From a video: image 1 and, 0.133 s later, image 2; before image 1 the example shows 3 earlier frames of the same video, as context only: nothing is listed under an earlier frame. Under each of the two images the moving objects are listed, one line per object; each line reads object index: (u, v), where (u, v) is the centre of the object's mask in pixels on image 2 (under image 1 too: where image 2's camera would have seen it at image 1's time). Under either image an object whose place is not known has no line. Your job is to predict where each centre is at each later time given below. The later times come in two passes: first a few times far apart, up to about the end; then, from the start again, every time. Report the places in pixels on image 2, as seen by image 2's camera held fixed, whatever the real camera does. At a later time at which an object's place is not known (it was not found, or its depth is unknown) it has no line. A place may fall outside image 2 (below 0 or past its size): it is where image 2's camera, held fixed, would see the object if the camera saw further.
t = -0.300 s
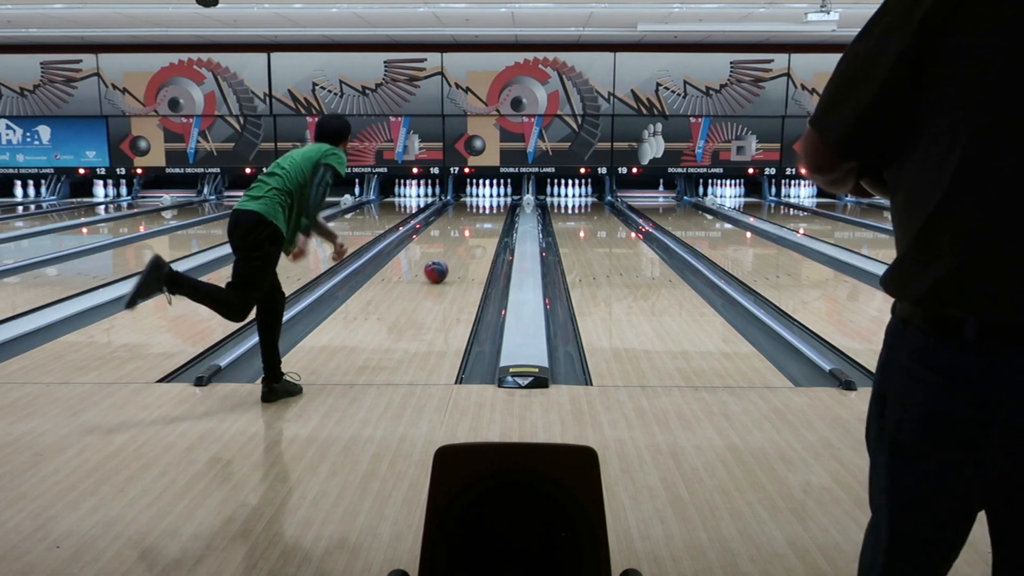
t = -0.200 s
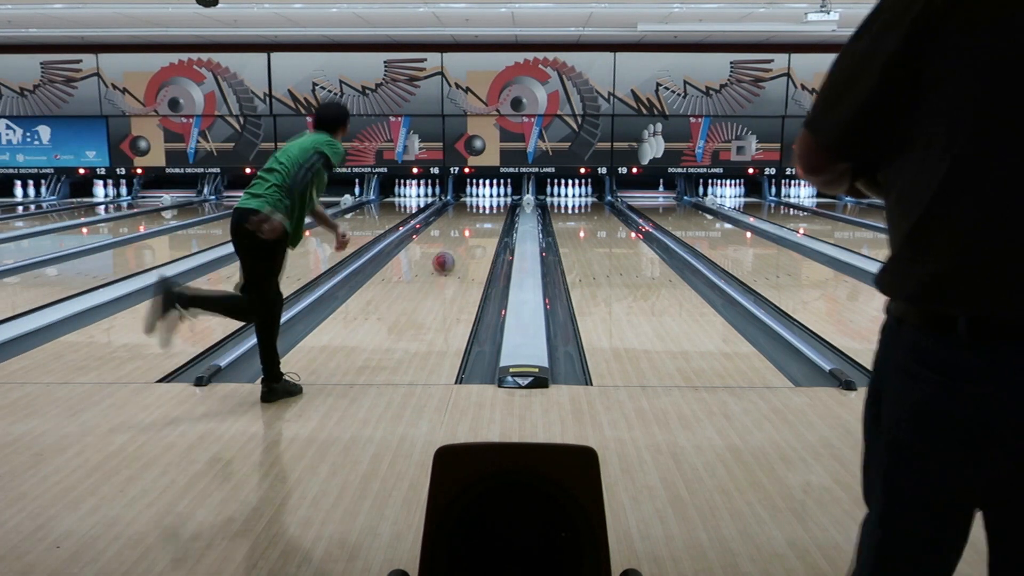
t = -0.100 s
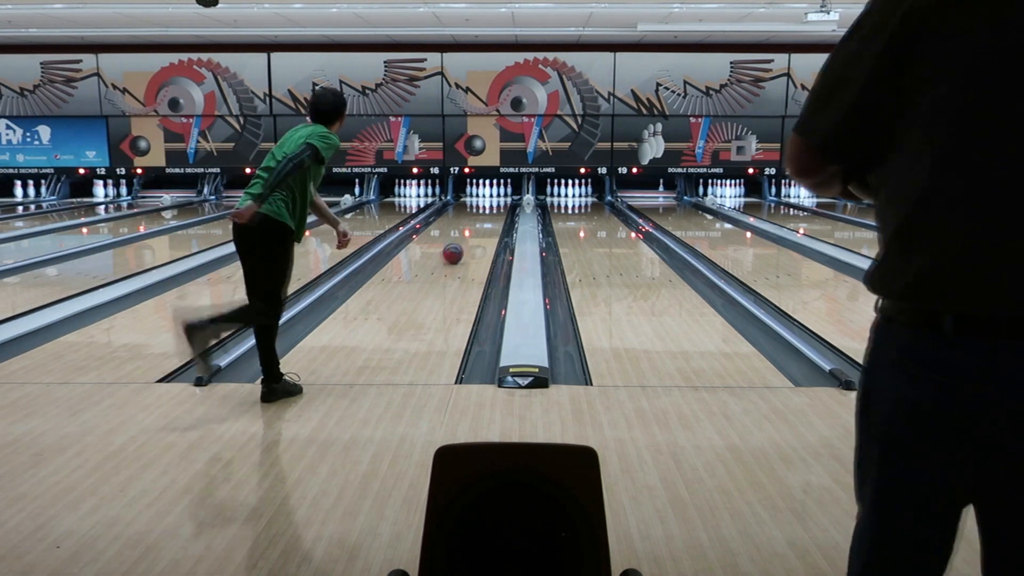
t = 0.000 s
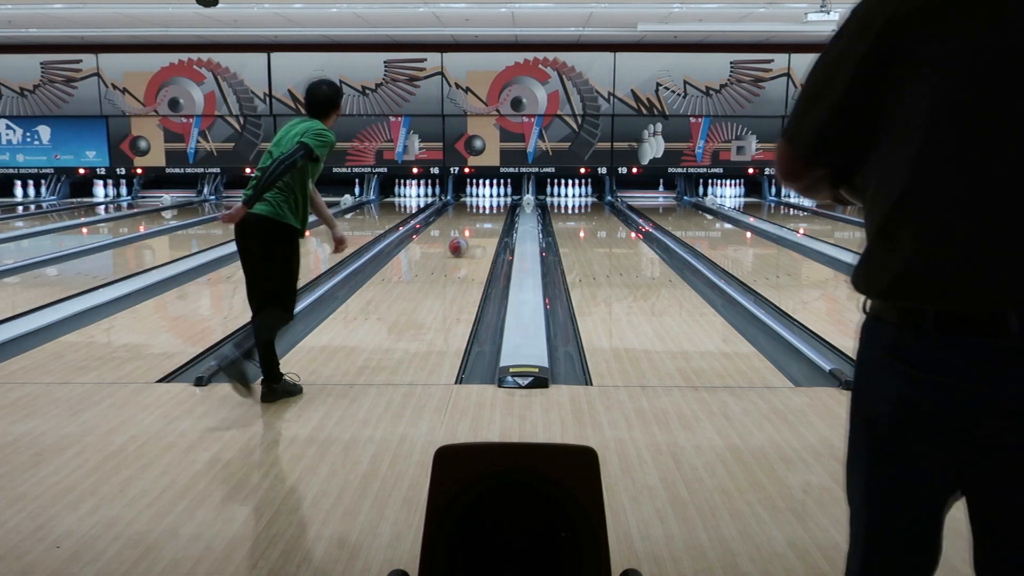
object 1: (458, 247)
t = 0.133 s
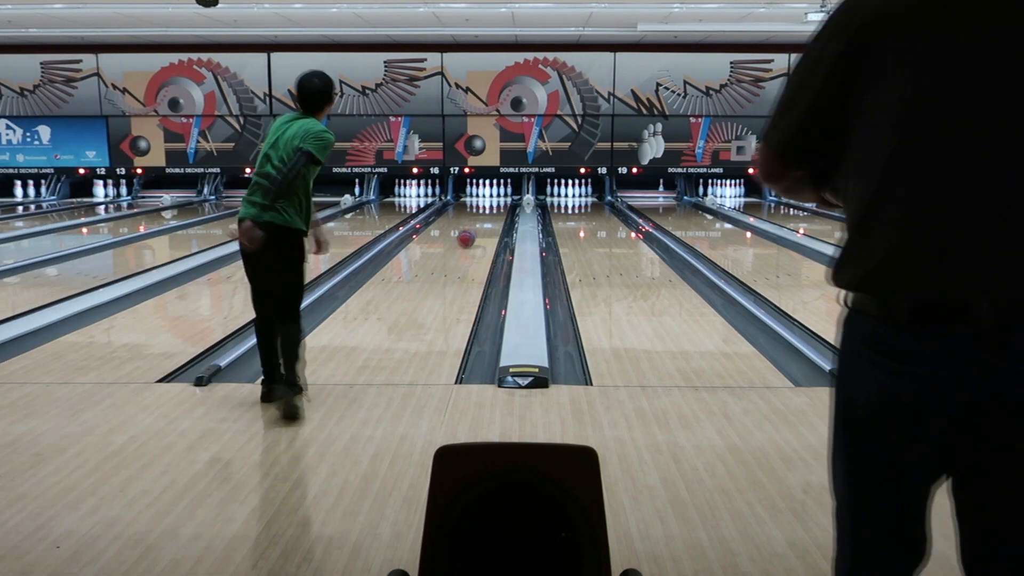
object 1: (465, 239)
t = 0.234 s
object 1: (471, 233)
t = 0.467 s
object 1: (480, 223)
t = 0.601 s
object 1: (484, 218)
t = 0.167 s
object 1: (466, 237)
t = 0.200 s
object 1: (468, 235)
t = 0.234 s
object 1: (471, 233)
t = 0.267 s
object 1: (472, 232)
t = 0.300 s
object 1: (473, 231)
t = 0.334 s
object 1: (474, 230)
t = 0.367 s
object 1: (475, 228)
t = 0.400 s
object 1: (477, 226)
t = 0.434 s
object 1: (479, 225)
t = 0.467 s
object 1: (480, 223)
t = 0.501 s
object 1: (481, 222)
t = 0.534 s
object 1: (482, 221)
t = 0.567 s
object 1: (483, 220)
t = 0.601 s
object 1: (484, 218)
